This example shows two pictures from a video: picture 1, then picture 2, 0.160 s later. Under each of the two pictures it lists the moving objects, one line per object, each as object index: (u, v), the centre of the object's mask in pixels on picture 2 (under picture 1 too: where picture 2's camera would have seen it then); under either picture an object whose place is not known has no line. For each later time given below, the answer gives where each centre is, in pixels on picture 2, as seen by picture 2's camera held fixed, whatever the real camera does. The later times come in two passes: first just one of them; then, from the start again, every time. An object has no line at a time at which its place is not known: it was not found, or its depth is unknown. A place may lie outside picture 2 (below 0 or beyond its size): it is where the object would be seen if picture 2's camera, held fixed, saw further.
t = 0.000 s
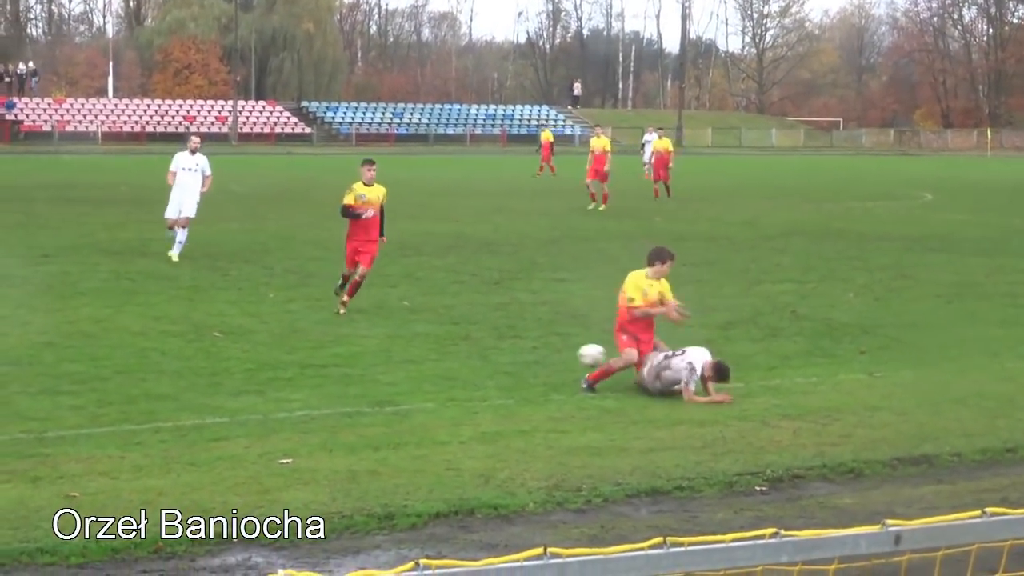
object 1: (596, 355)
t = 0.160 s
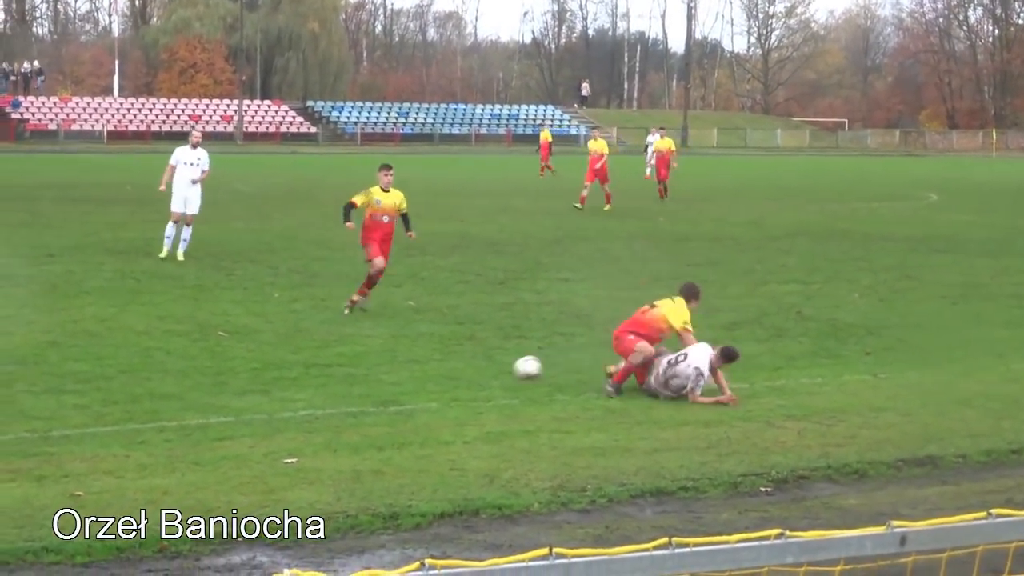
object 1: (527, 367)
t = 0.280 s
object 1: (491, 361)
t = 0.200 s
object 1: (515, 365)
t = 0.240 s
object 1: (503, 363)
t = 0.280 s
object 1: (491, 361)
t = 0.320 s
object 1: (480, 361)
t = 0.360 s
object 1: (468, 364)
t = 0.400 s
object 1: (457, 367)
